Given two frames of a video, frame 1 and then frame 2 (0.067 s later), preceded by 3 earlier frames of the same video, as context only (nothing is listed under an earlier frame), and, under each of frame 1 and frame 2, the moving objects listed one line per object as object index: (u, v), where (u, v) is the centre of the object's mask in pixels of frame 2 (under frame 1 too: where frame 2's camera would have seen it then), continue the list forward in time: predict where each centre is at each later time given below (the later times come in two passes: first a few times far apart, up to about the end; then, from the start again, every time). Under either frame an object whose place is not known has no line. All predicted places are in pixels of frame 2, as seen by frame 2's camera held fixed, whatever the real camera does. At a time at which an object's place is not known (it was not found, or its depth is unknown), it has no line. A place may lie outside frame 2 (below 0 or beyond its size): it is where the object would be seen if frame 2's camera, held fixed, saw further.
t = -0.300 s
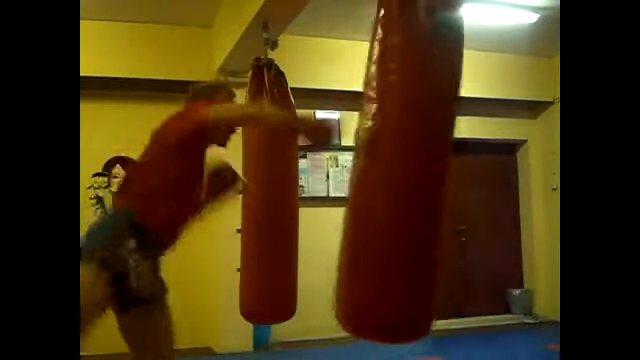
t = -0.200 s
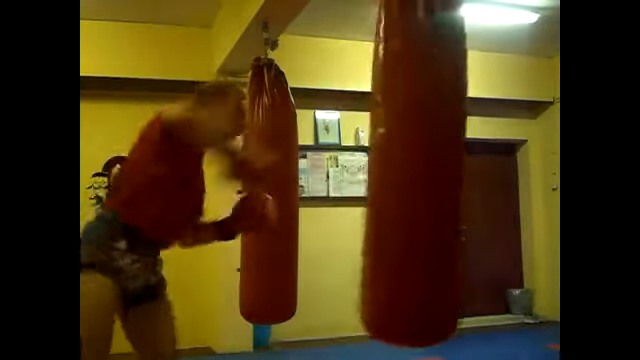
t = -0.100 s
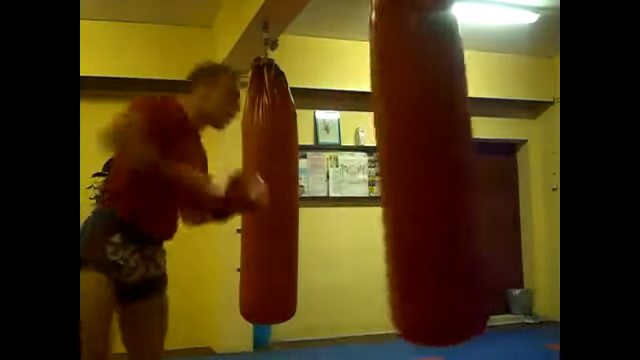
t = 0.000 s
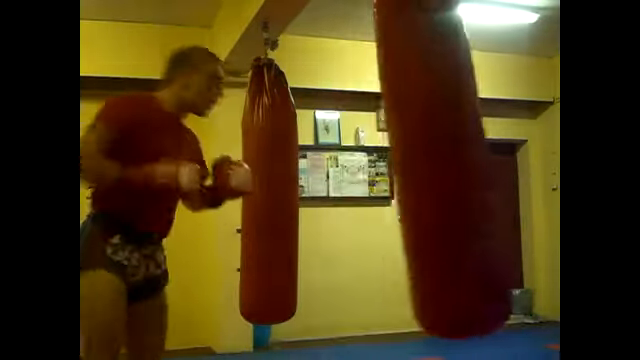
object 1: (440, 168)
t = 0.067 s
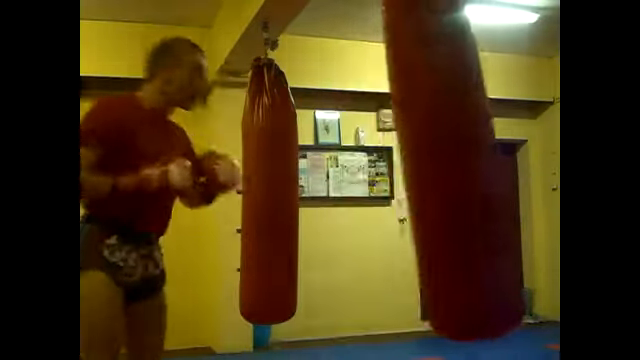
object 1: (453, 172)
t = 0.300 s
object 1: (474, 168)
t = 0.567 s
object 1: (473, 170)
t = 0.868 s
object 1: (440, 174)
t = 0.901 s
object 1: (436, 175)
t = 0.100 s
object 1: (457, 171)
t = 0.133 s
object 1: (461, 171)
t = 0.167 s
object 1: (464, 171)
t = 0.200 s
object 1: (467, 170)
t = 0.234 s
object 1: (469, 170)
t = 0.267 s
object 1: (473, 168)
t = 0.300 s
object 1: (474, 168)
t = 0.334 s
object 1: (474, 168)
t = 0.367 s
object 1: (475, 169)
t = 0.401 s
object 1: (474, 168)
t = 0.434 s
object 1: (474, 168)
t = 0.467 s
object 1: (474, 168)
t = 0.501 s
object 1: (474, 169)
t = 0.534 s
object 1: (474, 169)
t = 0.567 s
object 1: (473, 170)
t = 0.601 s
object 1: (472, 170)
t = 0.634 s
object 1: (470, 170)
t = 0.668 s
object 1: (467, 170)
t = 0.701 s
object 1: (465, 170)
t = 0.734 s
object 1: (460, 173)
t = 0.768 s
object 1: (457, 174)
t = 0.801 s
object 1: (452, 175)
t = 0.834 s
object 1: (444, 173)
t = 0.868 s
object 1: (440, 174)
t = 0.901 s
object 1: (436, 175)
